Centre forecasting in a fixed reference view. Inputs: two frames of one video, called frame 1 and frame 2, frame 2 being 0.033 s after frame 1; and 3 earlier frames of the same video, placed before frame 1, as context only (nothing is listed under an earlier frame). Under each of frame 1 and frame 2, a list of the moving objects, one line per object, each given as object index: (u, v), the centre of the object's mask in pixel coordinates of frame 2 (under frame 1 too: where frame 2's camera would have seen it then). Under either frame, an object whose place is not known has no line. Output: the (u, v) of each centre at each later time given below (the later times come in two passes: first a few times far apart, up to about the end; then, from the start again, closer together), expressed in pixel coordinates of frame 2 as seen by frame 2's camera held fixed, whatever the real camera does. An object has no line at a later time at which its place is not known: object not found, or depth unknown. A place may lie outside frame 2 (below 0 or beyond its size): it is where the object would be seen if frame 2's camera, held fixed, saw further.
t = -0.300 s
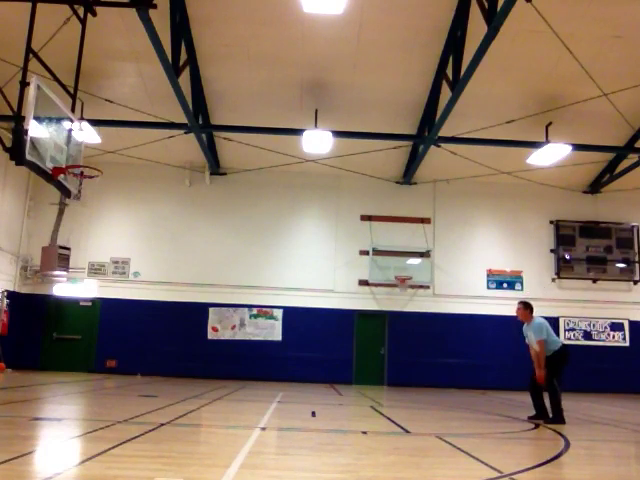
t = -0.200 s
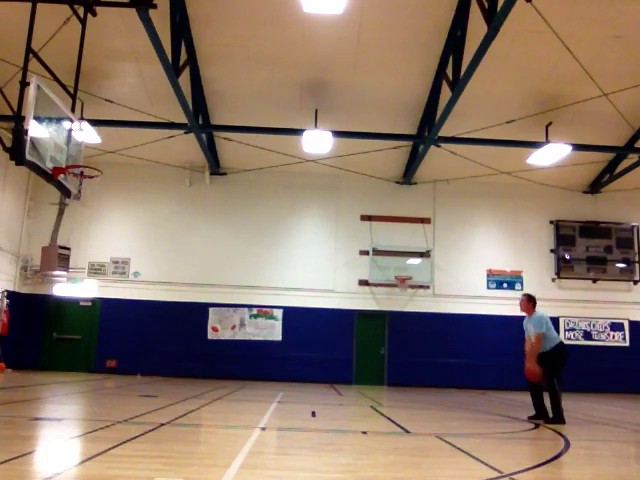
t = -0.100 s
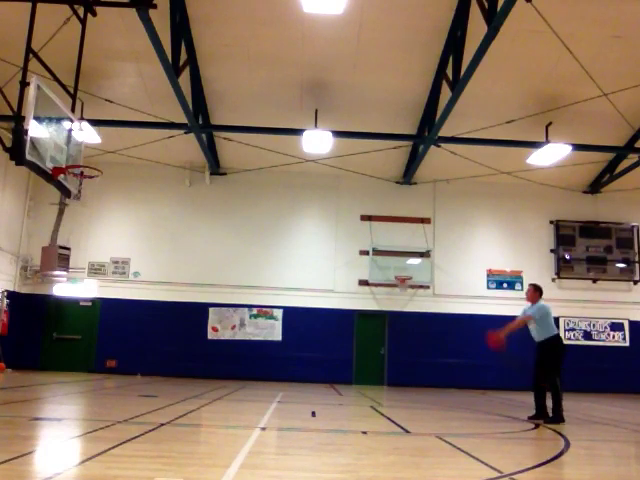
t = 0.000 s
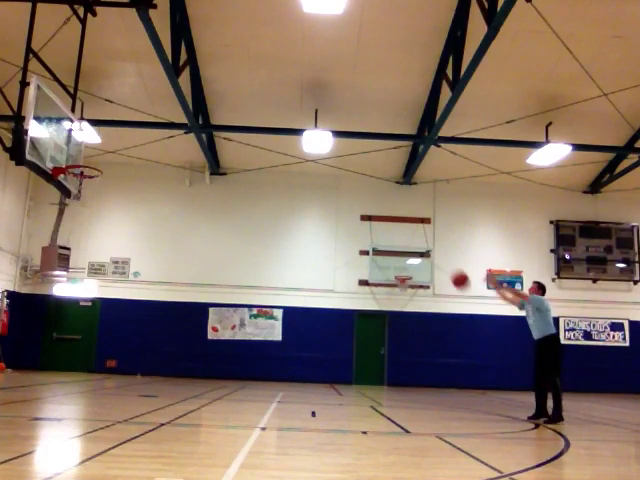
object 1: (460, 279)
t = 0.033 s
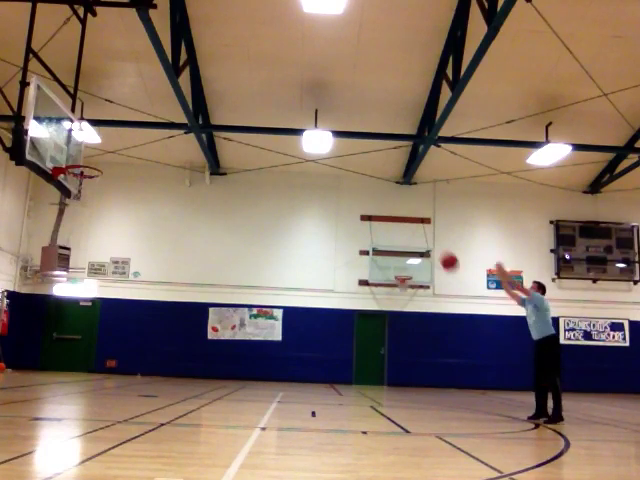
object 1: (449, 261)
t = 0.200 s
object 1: (396, 186)
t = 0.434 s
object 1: (325, 118)
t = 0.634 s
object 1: (268, 92)
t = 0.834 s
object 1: (211, 93)
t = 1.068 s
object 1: (142, 126)
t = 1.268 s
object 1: (81, 180)
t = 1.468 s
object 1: (54, 197)
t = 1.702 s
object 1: (20, 245)
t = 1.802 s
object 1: (6, 279)
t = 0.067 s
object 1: (438, 244)
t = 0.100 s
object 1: (427, 228)
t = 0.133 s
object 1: (417, 212)
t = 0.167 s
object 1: (406, 199)
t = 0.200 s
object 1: (396, 186)
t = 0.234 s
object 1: (385, 173)
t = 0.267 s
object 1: (375, 162)
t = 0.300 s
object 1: (365, 151)
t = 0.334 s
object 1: (355, 141)
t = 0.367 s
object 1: (345, 133)
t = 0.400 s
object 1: (335, 124)
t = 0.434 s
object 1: (325, 118)
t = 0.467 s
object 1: (316, 111)
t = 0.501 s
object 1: (307, 106)
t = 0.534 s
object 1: (297, 101)
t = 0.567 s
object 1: (288, 98)
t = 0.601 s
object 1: (278, 95)
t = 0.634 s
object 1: (268, 92)
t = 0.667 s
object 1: (259, 91)
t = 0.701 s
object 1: (249, 90)
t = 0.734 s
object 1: (240, 90)
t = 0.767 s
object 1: (230, 90)
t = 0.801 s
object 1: (221, 91)
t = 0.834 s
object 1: (211, 93)
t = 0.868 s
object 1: (201, 96)
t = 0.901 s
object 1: (192, 99)
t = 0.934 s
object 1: (181, 103)
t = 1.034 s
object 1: (151, 119)
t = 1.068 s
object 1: (142, 126)
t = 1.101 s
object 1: (132, 134)
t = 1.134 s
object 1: (121, 142)
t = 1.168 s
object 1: (111, 151)
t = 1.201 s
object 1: (101, 160)
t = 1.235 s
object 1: (92, 171)
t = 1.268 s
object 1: (81, 180)
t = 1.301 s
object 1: (73, 187)
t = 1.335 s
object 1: (70, 186)
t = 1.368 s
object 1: (66, 189)
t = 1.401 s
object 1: (61, 191)
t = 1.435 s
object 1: (58, 193)
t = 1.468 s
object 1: (54, 197)
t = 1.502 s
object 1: (49, 201)
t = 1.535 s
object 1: (44, 206)
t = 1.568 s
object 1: (39, 213)
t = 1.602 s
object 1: (35, 219)
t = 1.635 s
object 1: (30, 227)
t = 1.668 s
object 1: (25, 236)
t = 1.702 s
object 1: (20, 245)
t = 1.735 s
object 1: (14, 256)
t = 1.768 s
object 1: (9, 266)
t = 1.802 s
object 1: (6, 279)
